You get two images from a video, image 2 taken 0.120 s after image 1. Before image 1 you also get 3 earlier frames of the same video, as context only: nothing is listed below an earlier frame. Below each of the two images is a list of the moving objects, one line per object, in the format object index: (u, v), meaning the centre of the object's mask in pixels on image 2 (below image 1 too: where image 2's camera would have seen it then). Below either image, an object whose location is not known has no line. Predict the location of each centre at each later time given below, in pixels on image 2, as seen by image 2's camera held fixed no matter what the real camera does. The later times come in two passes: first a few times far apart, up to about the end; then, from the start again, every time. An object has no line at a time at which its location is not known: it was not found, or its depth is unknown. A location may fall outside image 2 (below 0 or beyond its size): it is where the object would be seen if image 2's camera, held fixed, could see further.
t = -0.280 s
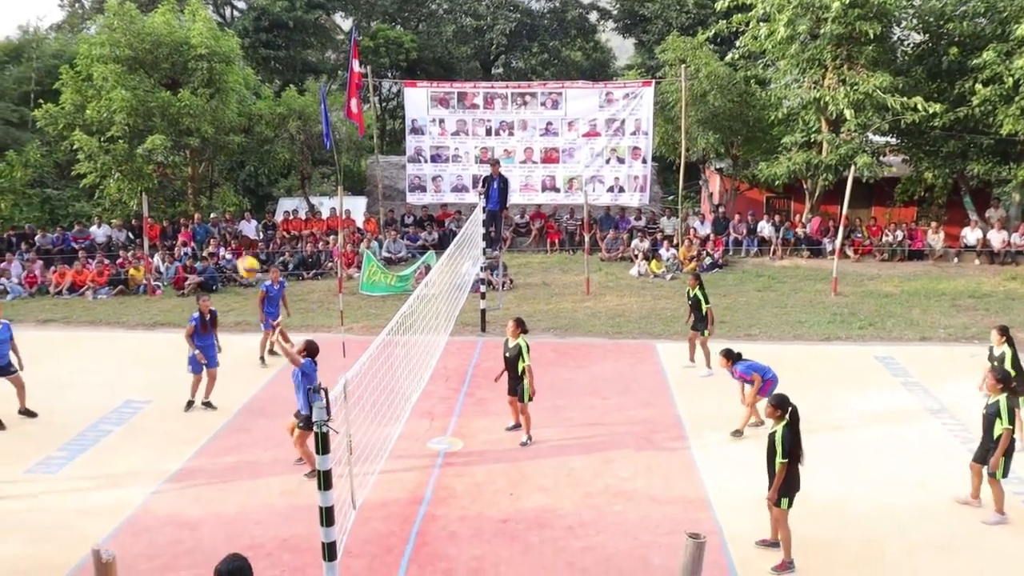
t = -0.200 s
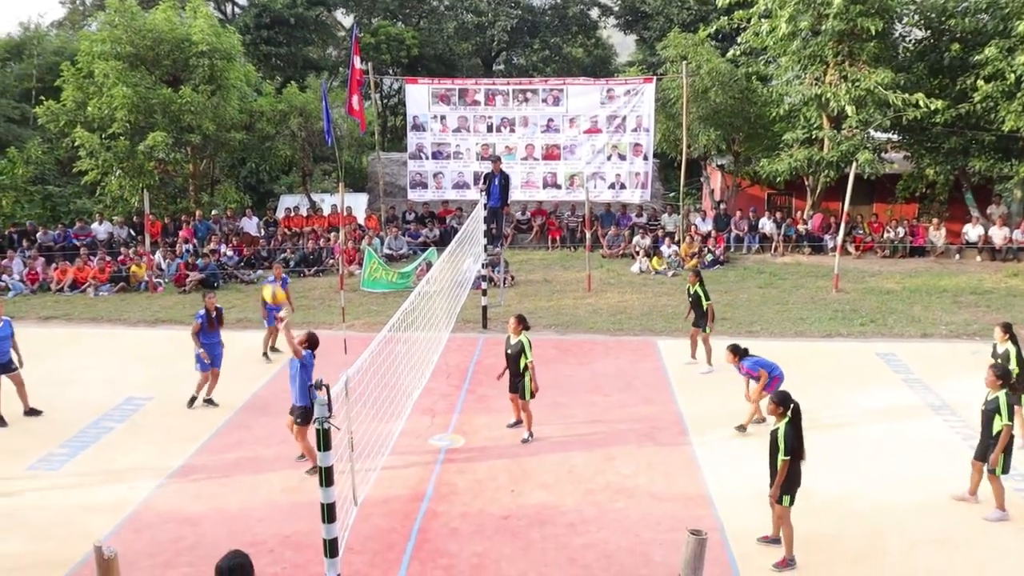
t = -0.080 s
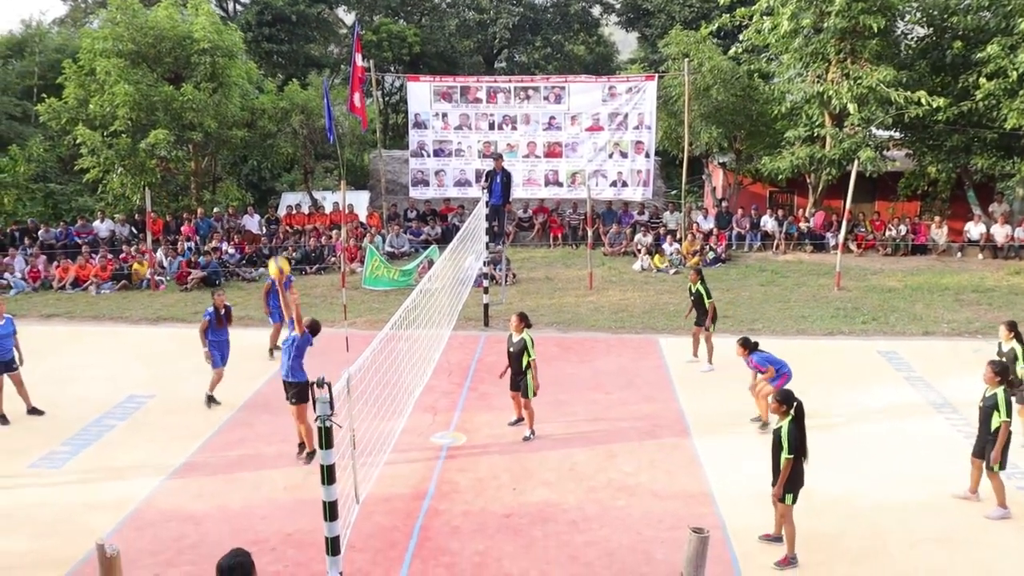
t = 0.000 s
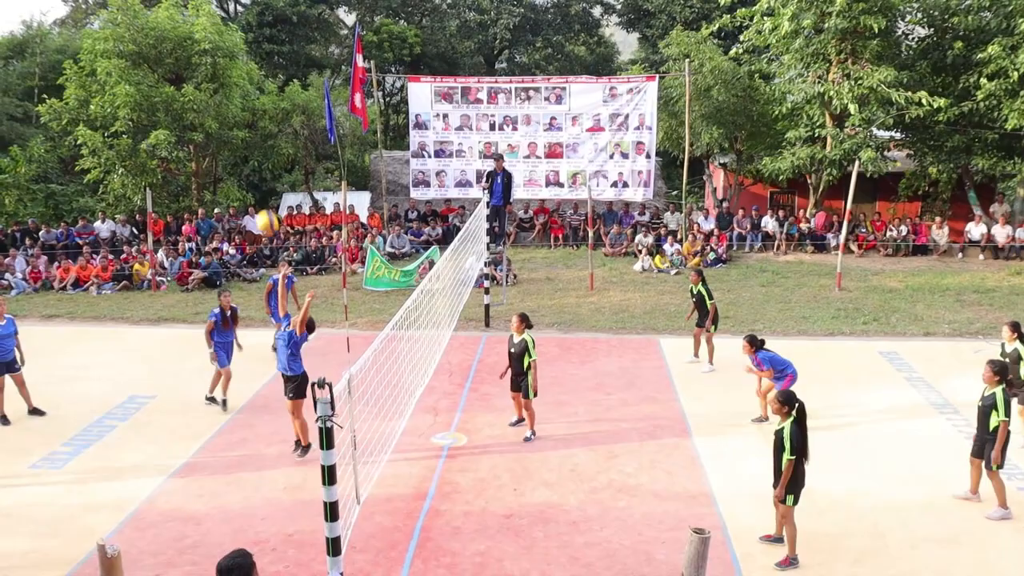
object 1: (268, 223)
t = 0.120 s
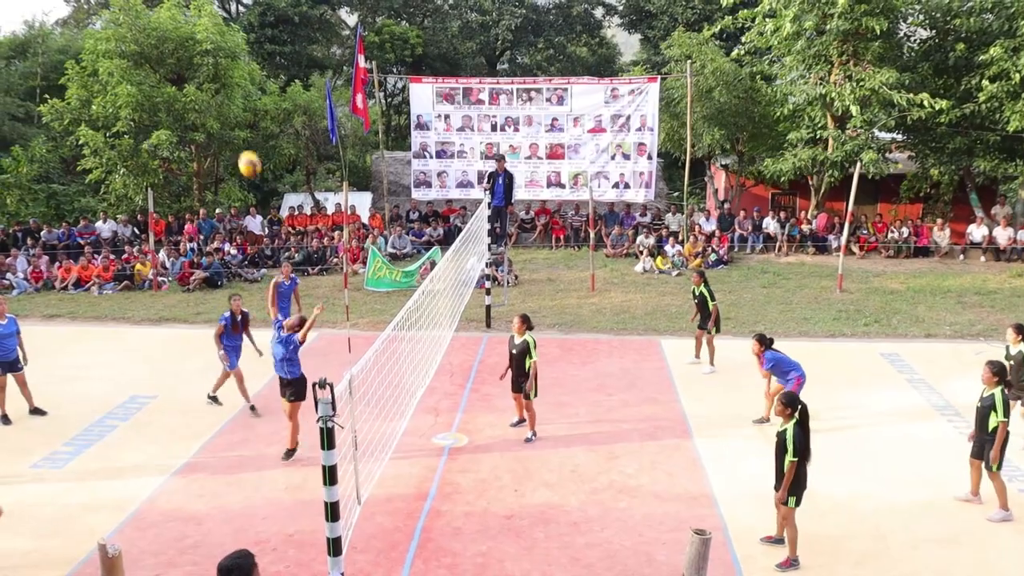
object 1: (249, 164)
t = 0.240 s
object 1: (230, 117)
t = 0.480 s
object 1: (195, 64)
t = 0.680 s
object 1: (167, 65)
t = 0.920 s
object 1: (138, 126)
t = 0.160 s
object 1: (243, 147)
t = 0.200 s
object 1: (237, 130)
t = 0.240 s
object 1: (230, 117)
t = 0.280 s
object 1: (224, 104)
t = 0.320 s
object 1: (218, 93)
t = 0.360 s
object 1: (212, 83)
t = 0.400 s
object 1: (207, 75)
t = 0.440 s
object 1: (201, 69)
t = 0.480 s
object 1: (195, 64)
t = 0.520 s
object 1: (189, 61)
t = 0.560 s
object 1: (184, 59)
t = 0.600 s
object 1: (178, 60)
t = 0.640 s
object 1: (173, 62)
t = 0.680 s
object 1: (167, 65)
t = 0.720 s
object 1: (162, 71)
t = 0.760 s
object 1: (157, 78)
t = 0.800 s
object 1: (152, 87)
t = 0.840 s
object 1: (147, 98)
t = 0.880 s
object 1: (142, 111)
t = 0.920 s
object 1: (138, 126)
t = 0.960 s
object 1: (134, 142)
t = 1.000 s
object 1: (129, 159)
